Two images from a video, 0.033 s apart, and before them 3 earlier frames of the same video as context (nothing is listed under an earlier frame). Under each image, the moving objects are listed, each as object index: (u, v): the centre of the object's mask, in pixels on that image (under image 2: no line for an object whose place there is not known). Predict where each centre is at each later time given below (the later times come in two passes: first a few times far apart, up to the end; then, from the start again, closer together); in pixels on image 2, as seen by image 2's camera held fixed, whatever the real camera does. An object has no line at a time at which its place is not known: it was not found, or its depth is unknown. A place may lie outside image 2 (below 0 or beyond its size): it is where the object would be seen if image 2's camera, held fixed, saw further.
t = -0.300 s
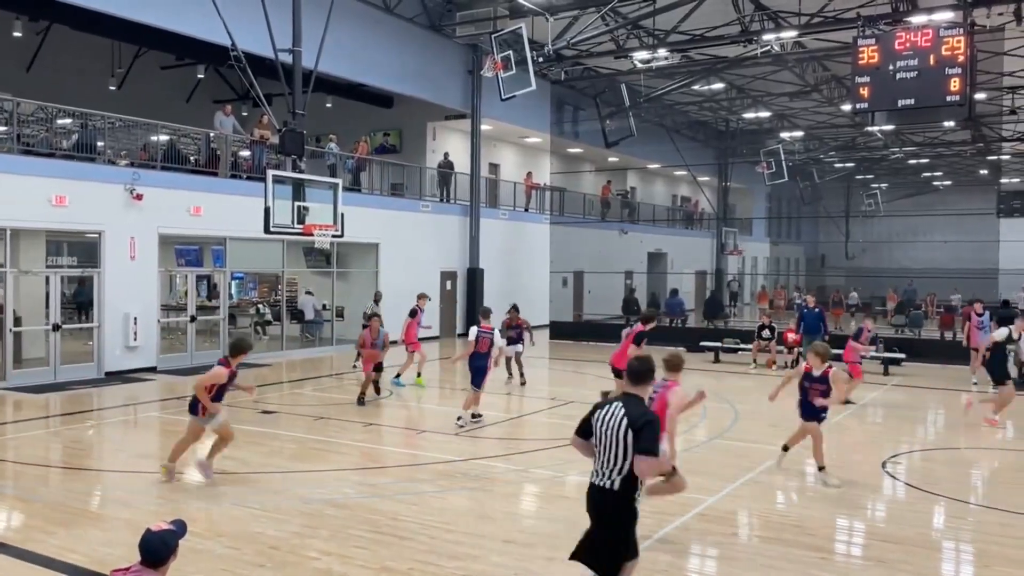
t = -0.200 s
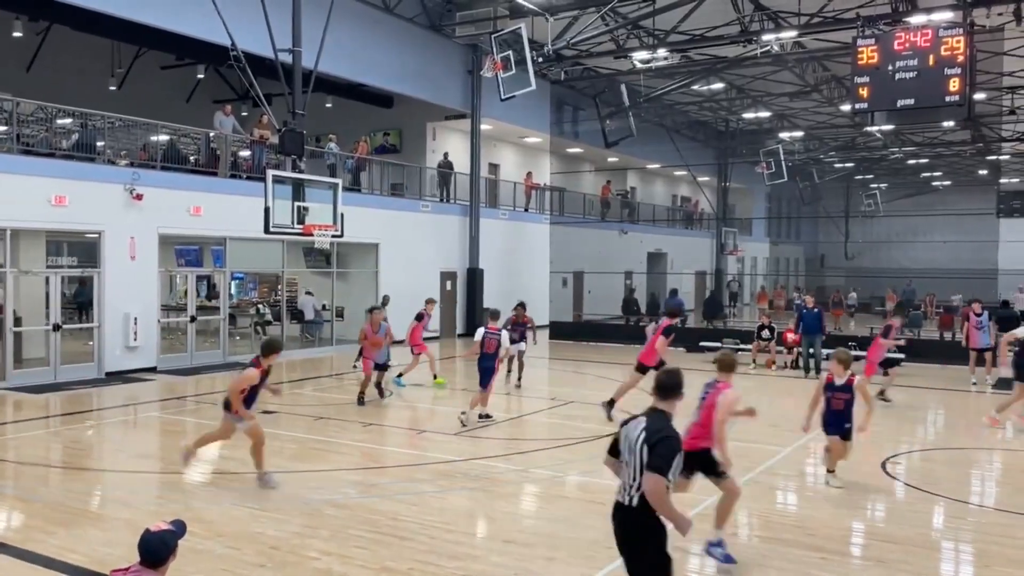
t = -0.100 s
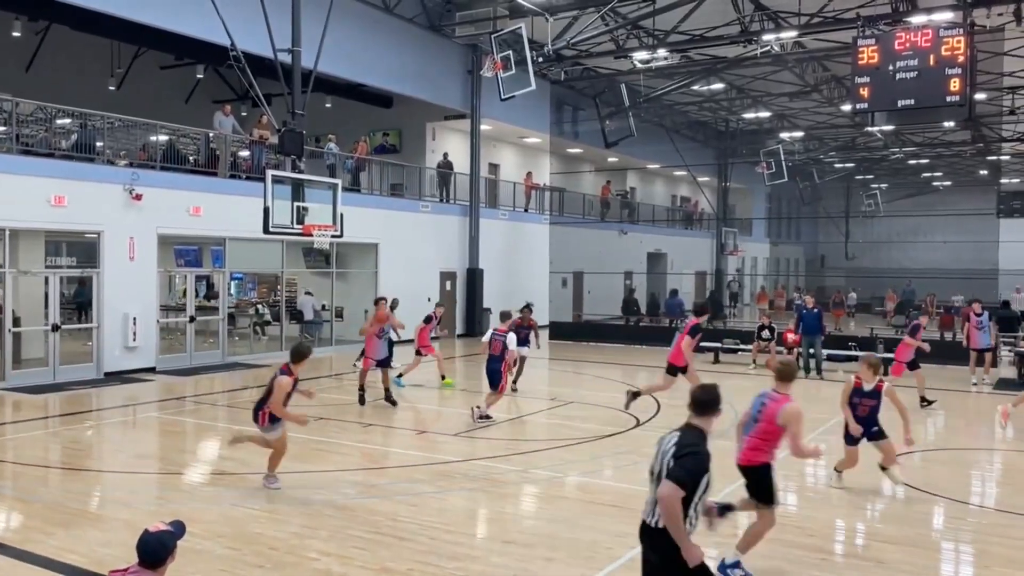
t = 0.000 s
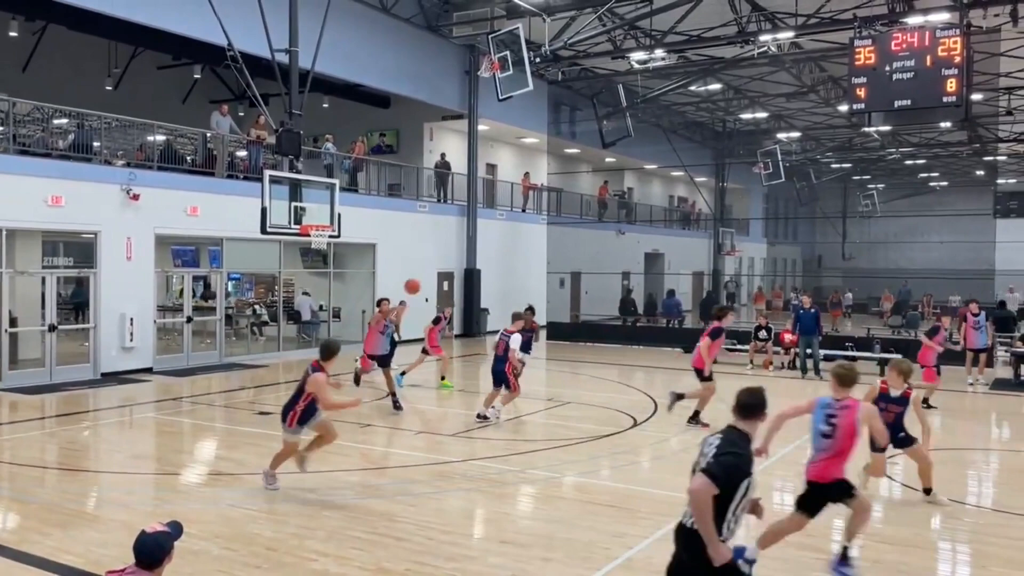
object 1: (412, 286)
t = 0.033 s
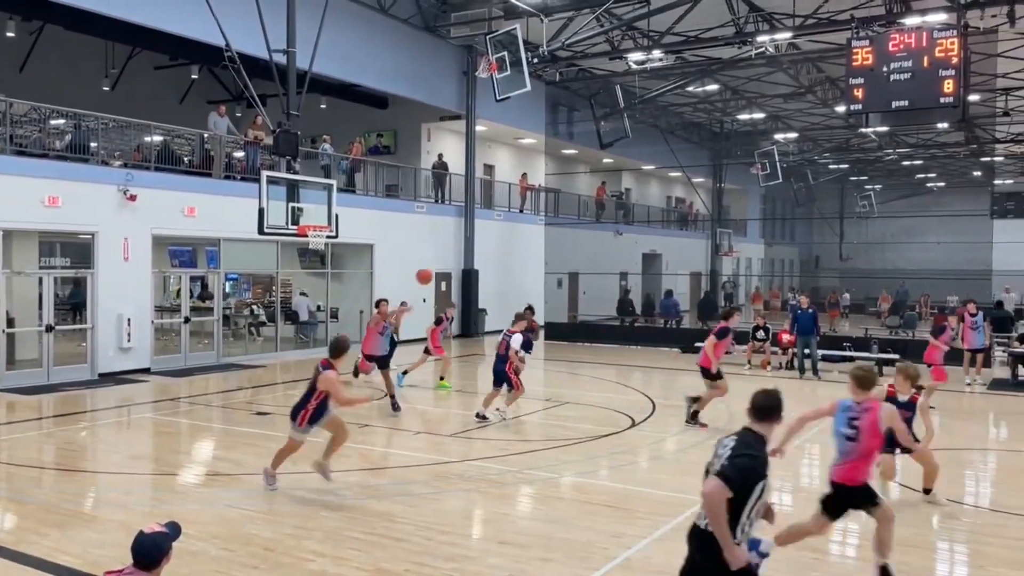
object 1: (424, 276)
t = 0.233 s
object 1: (523, 219)
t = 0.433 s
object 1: (658, 167)
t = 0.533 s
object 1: (747, 150)
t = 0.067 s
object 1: (439, 267)
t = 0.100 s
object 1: (454, 257)
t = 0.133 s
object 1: (470, 247)
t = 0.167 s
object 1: (487, 238)
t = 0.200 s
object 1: (505, 228)
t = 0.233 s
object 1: (523, 219)
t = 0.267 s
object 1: (544, 210)
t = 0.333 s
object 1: (586, 193)
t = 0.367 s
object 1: (608, 184)
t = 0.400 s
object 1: (632, 176)
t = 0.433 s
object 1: (658, 167)
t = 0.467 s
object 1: (686, 162)
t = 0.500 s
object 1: (716, 156)
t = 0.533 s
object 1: (747, 150)
